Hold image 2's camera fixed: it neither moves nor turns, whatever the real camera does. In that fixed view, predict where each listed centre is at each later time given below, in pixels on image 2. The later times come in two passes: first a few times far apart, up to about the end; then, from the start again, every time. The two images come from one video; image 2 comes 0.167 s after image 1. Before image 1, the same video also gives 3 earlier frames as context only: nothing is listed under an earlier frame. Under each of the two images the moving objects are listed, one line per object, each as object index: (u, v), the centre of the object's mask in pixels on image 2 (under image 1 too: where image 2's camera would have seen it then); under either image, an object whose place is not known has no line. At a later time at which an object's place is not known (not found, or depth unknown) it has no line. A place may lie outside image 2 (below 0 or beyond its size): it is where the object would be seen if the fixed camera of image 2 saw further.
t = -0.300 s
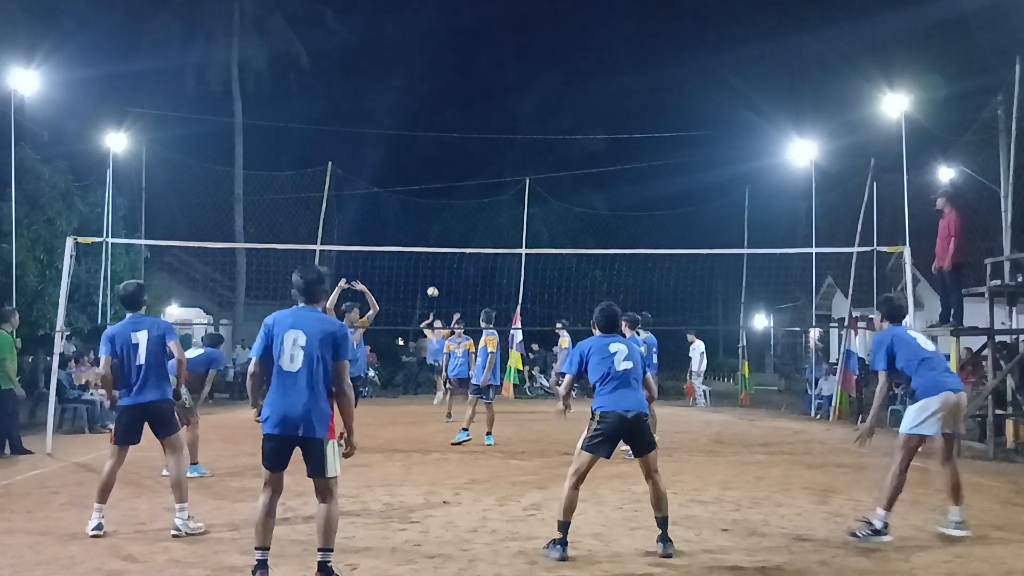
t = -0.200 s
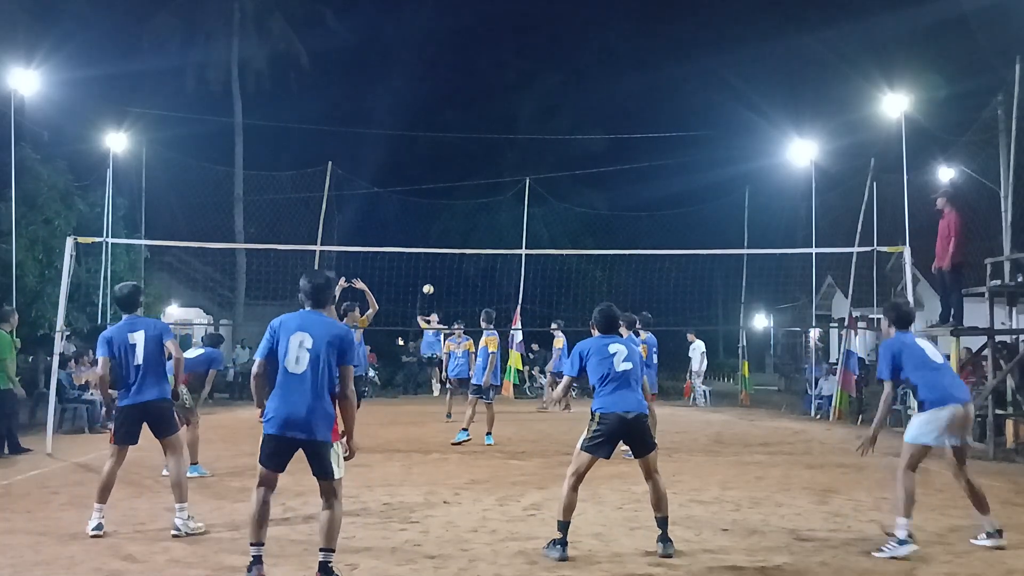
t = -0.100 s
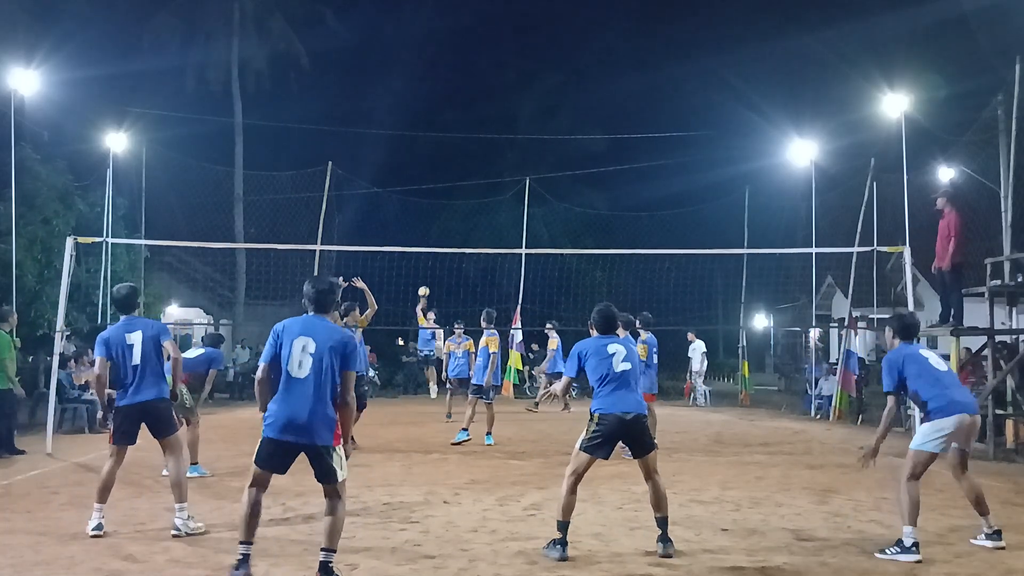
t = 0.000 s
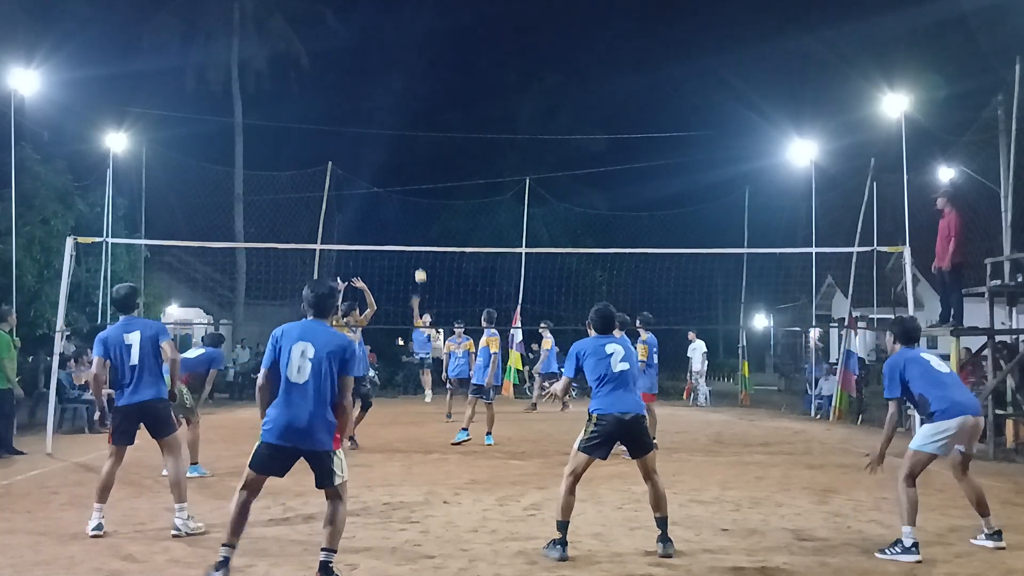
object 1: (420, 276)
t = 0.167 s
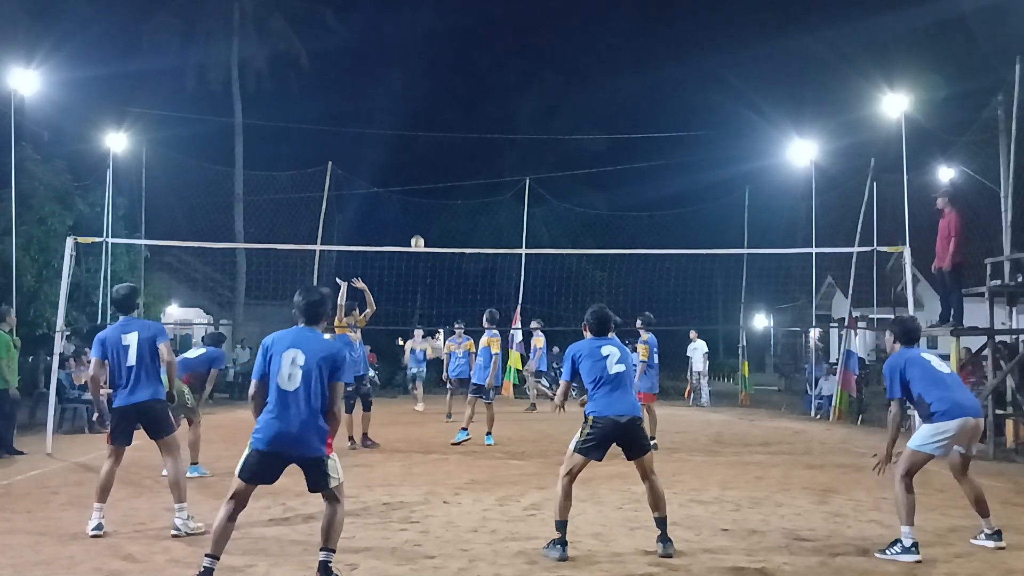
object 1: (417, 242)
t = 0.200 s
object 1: (417, 237)
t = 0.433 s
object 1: (420, 206)
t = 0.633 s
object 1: (426, 197)
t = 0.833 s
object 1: (427, 230)
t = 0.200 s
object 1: (417, 237)
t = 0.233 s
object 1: (417, 232)
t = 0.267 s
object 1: (417, 227)
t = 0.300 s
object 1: (418, 222)
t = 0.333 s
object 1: (419, 218)
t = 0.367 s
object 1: (419, 214)
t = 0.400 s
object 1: (420, 210)
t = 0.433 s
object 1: (420, 206)
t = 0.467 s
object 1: (421, 203)
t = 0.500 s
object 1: (422, 201)
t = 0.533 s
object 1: (423, 198)
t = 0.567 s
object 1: (424, 197)
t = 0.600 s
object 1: (425, 197)
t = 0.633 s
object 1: (426, 197)
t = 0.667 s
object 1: (426, 199)
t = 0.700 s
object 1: (427, 203)
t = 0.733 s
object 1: (427, 207)
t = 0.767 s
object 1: (427, 212)
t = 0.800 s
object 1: (427, 221)
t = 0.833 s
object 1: (427, 230)
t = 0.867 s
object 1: (427, 240)
